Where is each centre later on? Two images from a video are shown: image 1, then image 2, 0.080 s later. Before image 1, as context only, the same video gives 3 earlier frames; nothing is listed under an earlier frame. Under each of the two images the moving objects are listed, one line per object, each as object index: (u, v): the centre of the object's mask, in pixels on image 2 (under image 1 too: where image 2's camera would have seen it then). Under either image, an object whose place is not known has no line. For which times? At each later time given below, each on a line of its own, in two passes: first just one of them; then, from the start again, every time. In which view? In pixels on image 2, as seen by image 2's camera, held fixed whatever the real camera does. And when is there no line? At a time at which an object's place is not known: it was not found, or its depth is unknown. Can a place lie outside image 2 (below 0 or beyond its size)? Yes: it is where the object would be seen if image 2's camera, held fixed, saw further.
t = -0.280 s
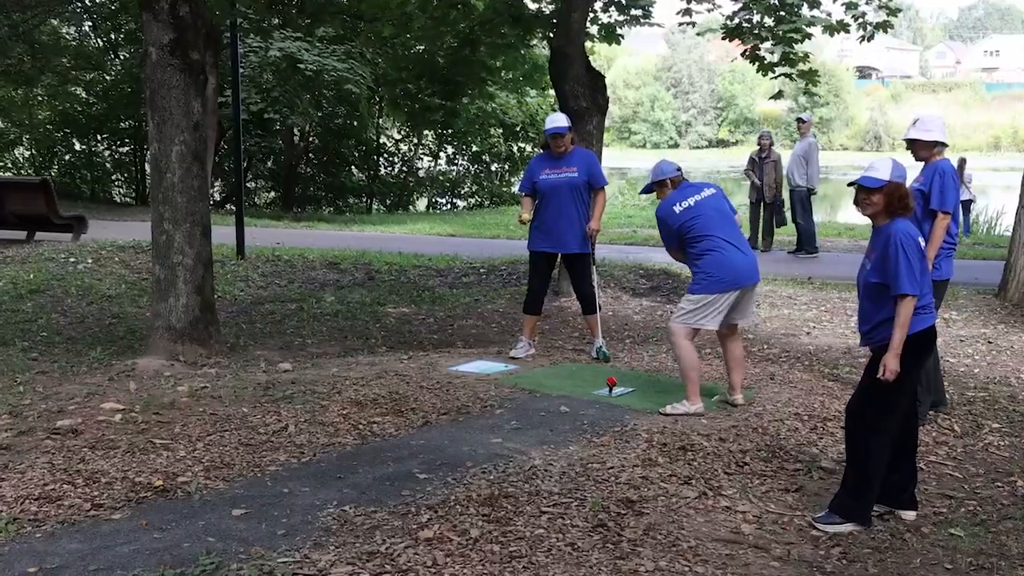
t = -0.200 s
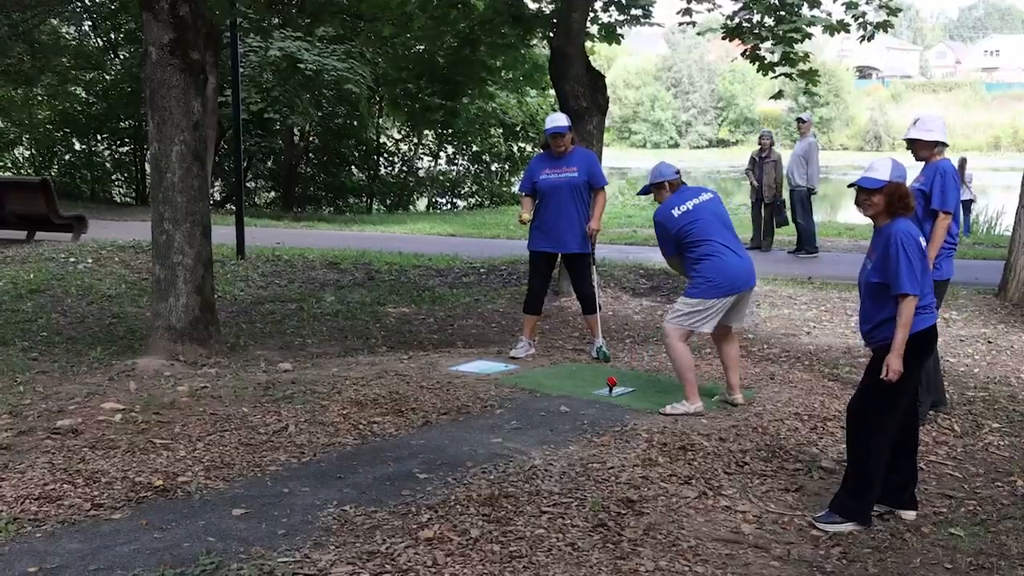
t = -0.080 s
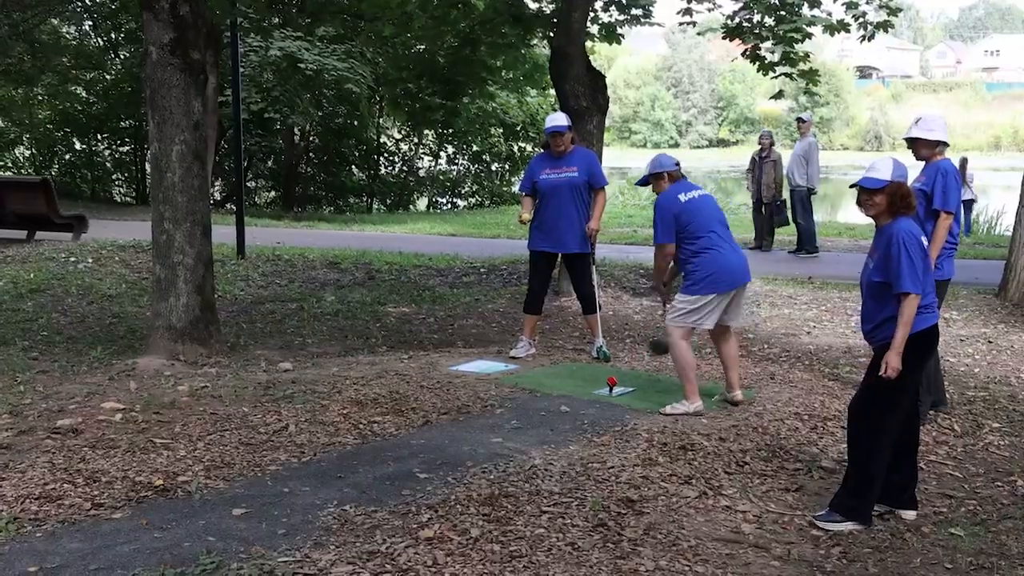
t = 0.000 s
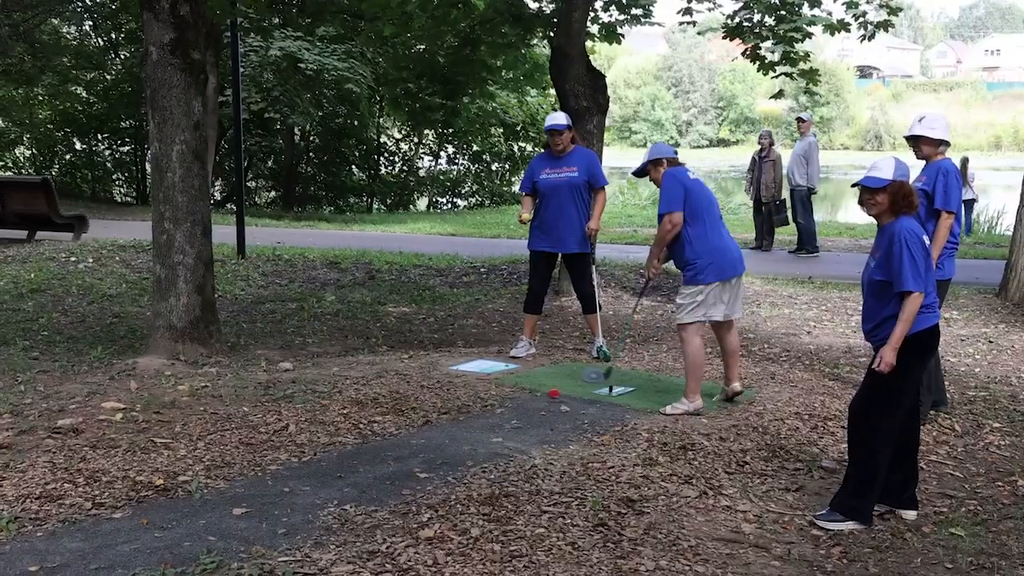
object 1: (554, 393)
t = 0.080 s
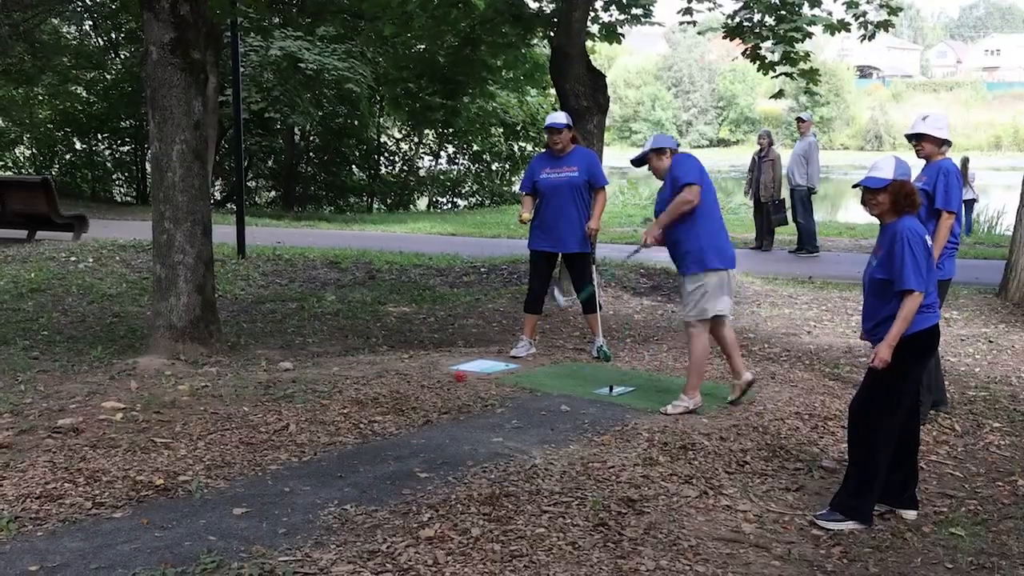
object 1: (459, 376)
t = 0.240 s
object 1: (215, 379)
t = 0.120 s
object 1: (405, 371)
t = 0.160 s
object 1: (348, 370)
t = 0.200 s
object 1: (285, 373)
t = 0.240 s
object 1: (215, 379)
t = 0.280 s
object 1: (140, 391)
